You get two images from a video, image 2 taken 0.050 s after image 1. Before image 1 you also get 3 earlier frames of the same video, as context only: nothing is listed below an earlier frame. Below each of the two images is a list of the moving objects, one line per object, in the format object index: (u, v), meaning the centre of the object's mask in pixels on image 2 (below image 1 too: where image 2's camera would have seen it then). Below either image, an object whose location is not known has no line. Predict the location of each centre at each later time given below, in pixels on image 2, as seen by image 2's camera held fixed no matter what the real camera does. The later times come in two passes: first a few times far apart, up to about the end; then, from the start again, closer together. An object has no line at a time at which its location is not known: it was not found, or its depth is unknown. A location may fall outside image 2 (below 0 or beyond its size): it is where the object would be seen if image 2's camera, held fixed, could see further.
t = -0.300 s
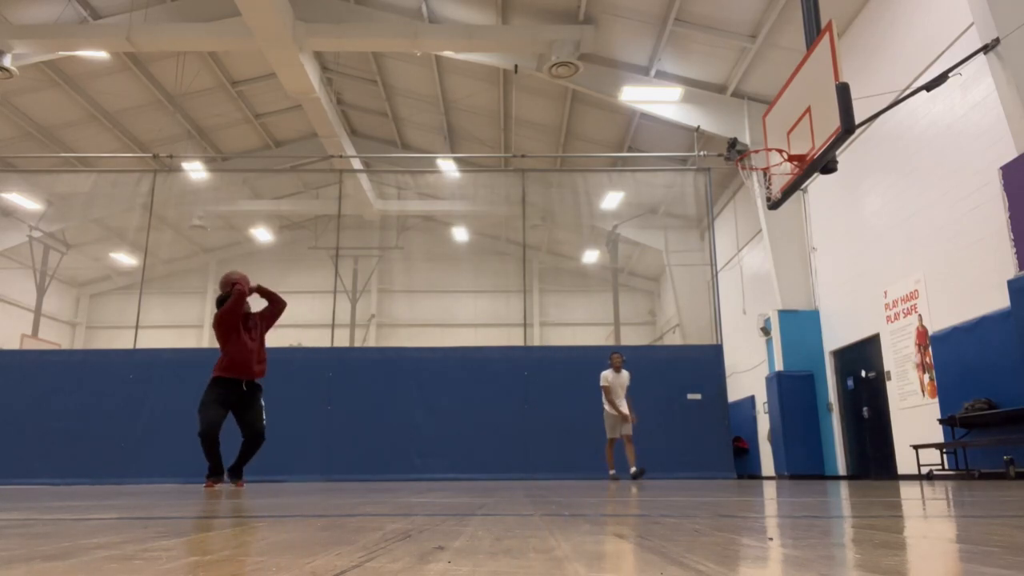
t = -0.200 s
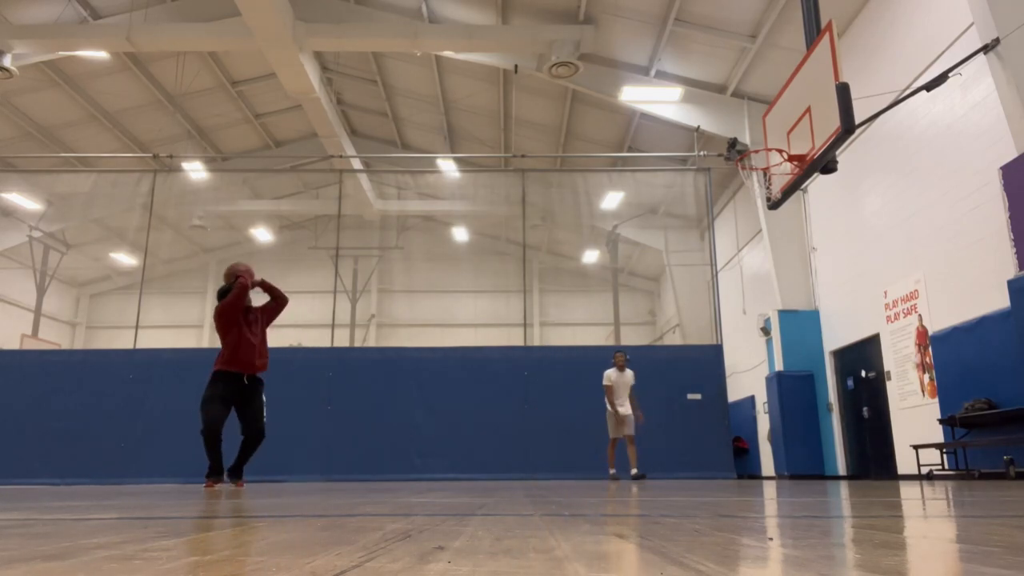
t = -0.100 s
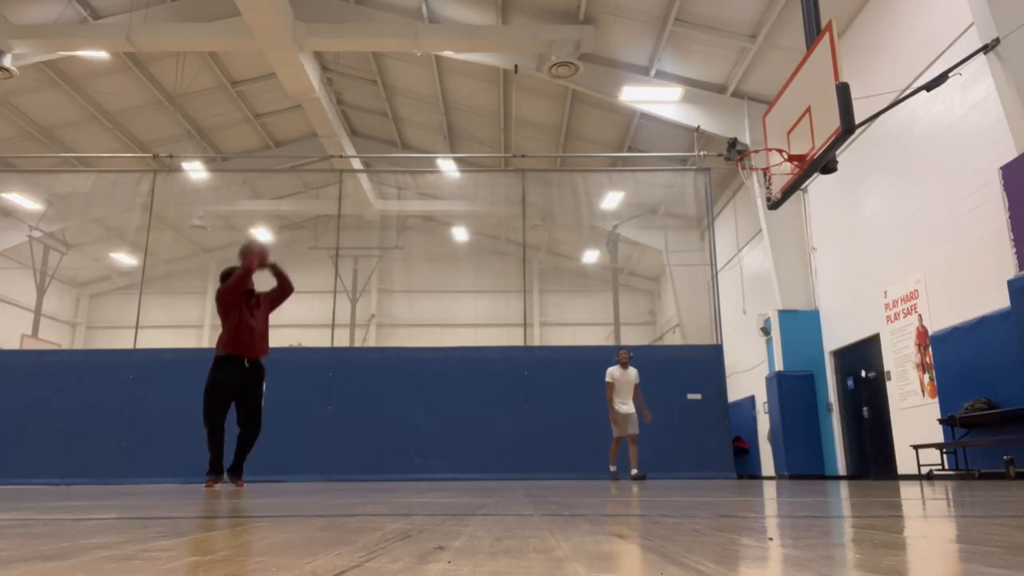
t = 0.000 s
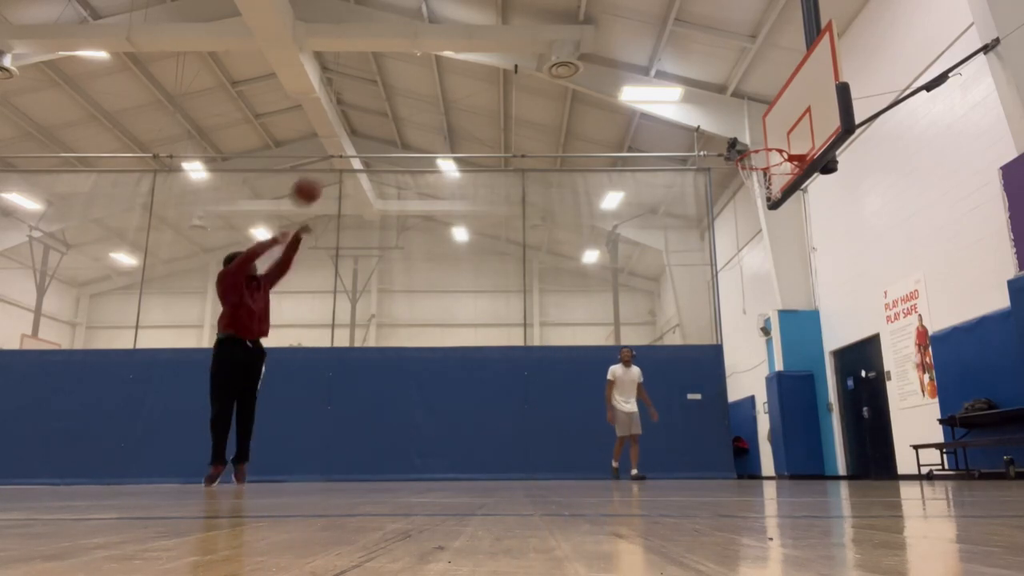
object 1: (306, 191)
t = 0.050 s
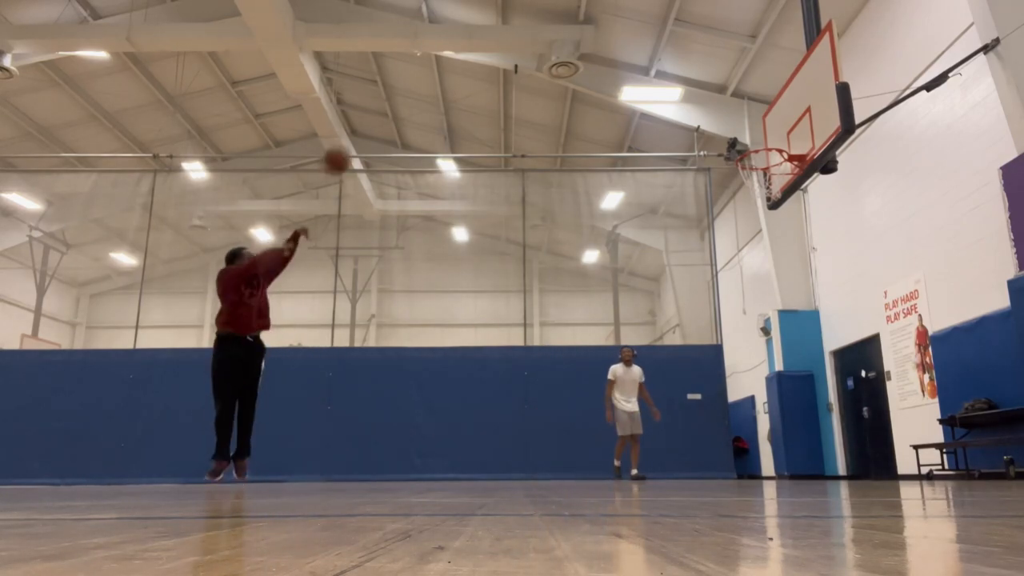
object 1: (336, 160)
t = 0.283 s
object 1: (462, 65)
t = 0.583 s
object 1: (597, 29)
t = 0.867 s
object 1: (713, 68)
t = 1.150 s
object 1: (736, 153)
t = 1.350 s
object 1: (675, 246)
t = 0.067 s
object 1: (346, 151)
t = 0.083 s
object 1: (357, 141)
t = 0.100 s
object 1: (365, 133)
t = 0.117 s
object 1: (374, 126)
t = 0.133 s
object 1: (383, 118)
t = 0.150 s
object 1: (392, 111)
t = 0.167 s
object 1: (403, 103)
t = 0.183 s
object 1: (411, 97)
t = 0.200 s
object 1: (420, 90)
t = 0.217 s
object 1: (428, 85)
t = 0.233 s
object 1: (437, 78)
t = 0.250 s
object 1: (445, 74)
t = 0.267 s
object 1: (454, 69)
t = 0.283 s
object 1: (462, 65)
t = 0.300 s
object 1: (470, 60)
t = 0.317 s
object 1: (478, 56)
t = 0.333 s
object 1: (486, 52)
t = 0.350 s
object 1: (494, 48)
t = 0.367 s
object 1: (502, 45)
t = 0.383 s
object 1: (509, 43)
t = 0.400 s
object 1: (517, 40)
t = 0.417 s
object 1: (524, 38)
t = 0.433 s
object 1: (532, 36)
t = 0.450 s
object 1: (539, 34)
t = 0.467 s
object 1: (547, 33)
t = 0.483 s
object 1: (554, 32)
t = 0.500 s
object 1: (561, 31)
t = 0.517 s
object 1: (568, 30)
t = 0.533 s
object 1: (576, 30)
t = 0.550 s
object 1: (583, 29)
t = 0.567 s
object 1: (590, 29)
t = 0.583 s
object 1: (597, 29)
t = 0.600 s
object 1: (604, 29)
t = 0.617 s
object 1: (611, 30)
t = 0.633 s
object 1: (618, 31)
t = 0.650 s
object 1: (625, 32)
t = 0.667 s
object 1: (632, 34)
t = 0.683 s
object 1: (639, 35)
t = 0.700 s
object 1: (645, 37)
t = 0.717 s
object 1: (652, 39)
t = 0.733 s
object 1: (660, 42)
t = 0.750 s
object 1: (666, 44)
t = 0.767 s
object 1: (673, 47)
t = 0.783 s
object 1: (679, 50)
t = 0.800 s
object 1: (686, 53)
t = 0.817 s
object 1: (693, 57)
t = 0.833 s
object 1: (700, 60)
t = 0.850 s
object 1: (706, 64)
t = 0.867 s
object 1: (713, 68)
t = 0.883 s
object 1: (720, 72)
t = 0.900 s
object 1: (726, 77)
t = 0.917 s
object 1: (733, 82)
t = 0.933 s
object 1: (740, 87)
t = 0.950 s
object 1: (747, 93)
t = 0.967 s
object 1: (754, 97)
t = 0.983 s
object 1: (760, 103)
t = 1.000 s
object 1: (766, 109)
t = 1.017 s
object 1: (774, 115)
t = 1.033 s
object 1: (776, 120)
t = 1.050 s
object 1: (770, 125)
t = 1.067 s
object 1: (764, 130)
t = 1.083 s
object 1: (759, 134)
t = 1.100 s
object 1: (753, 139)
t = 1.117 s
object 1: (748, 144)
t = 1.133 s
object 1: (742, 149)
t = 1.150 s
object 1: (736, 153)
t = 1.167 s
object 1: (731, 162)
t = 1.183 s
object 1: (727, 170)
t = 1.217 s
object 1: (717, 182)
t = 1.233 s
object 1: (711, 189)
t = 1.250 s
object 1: (705, 197)
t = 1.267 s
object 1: (700, 205)
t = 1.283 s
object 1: (695, 213)
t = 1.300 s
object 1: (690, 221)
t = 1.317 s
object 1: (685, 229)
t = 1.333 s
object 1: (680, 237)
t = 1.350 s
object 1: (675, 246)
